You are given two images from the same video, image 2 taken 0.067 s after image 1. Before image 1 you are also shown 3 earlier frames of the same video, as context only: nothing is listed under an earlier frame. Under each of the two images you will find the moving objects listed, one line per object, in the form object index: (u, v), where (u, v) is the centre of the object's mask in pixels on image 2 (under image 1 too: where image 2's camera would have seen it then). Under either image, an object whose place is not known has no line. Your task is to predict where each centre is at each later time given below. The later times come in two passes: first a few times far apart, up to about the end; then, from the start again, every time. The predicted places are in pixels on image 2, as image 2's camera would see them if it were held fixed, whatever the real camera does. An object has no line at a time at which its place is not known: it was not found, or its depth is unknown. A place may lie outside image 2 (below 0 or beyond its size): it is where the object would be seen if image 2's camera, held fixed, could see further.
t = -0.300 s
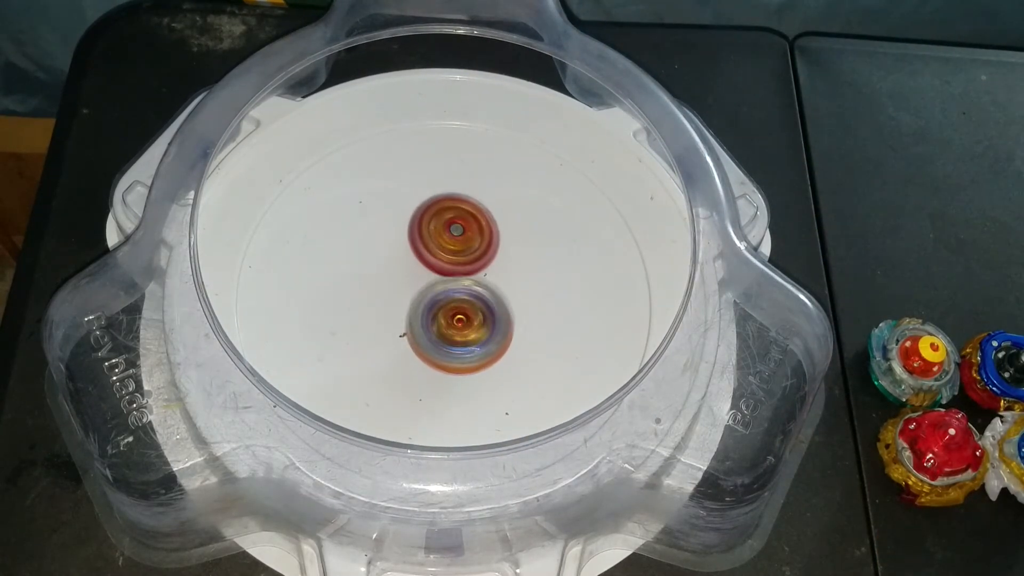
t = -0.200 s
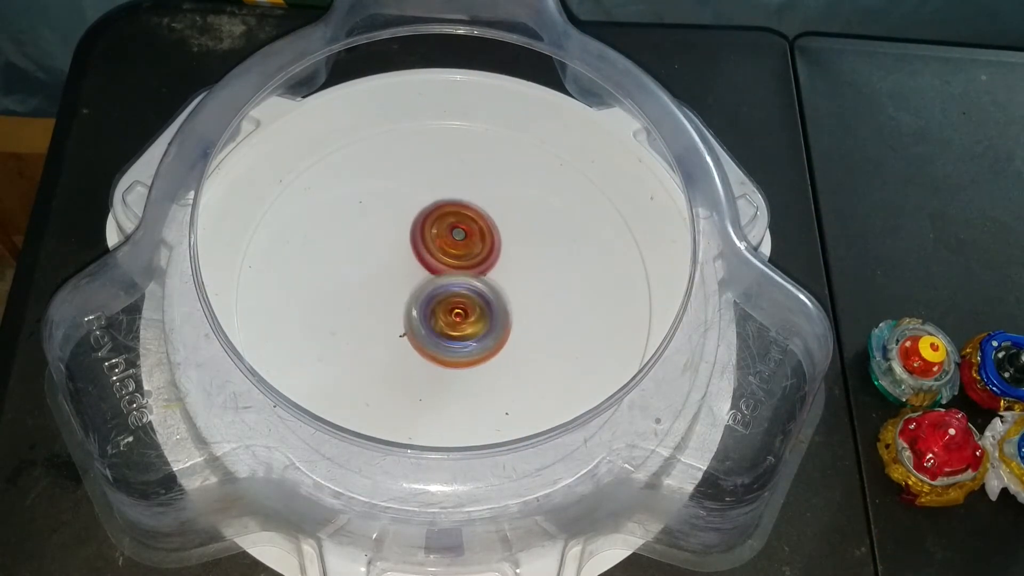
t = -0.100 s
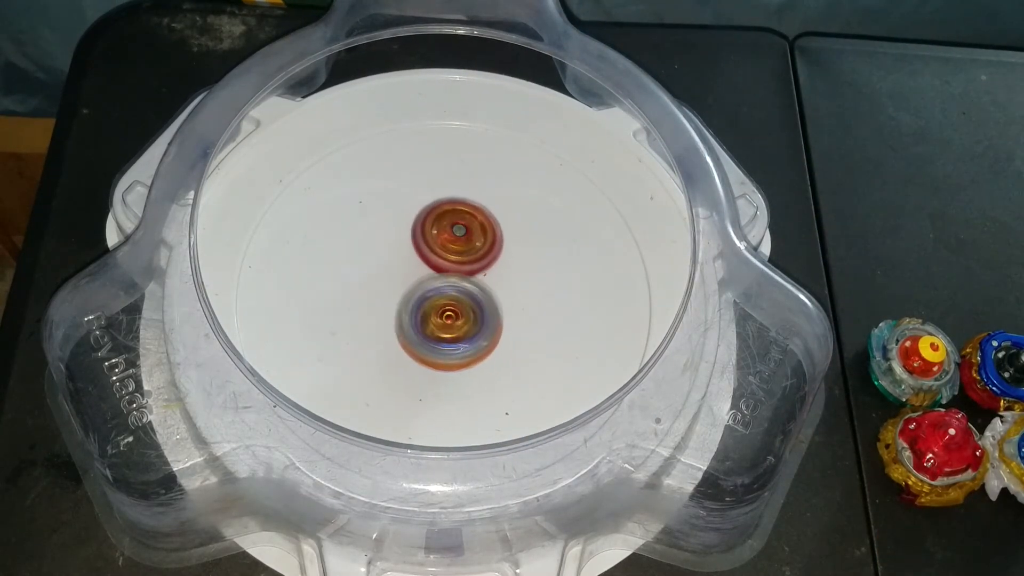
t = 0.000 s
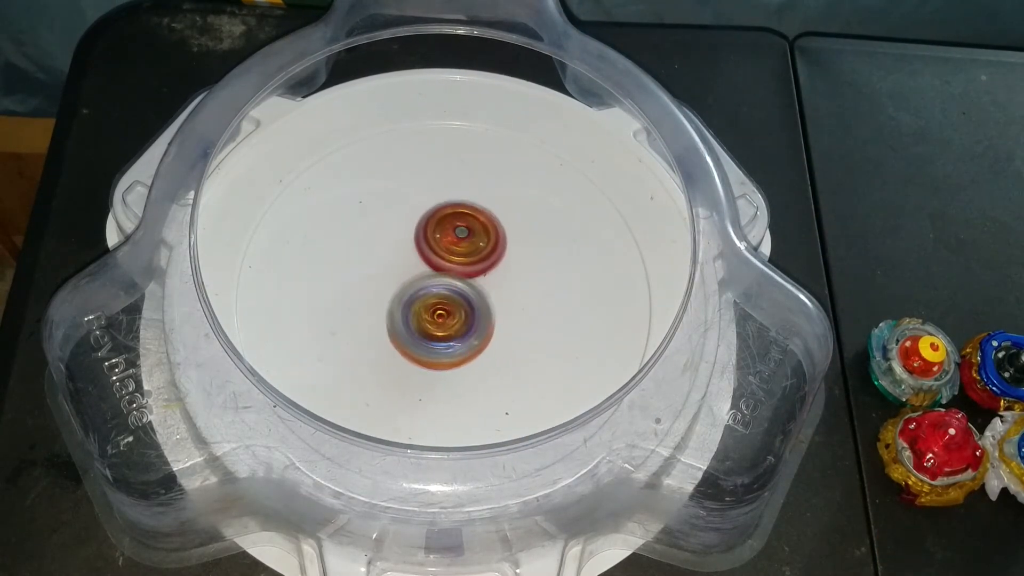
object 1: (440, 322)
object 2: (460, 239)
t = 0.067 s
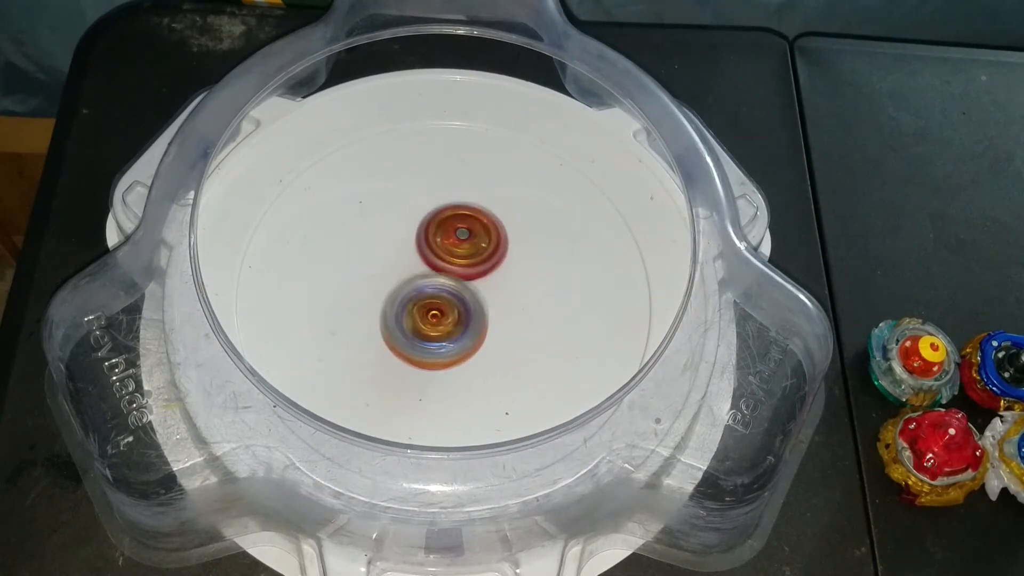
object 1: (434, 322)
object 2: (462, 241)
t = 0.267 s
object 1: (416, 317)
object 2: (468, 244)
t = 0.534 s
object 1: (401, 302)
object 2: (476, 248)
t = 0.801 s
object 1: (395, 294)
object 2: (480, 250)
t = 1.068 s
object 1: (392, 289)
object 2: (486, 254)
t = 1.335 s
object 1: (399, 293)
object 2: (488, 259)
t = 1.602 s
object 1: (407, 304)
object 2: (493, 264)
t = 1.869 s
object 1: (410, 312)
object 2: (497, 266)
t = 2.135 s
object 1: (413, 312)
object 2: (498, 270)
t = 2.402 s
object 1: (405, 310)
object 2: (497, 272)
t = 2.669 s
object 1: (389, 298)
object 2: (510, 272)
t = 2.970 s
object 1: (383, 287)
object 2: (496, 280)
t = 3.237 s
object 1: (376, 285)
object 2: (500, 284)
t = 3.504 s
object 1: (397, 279)
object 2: (513, 287)
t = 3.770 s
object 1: (398, 278)
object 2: (520, 291)
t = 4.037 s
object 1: (401, 280)
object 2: (501, 297)
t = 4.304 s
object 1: (386, 277)
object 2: (503, 303)
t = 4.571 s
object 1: (395, 280)
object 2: (495, 309)
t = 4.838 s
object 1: (396, 268)
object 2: (509, 320)
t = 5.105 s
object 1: (405, 266)
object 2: (497, 319)
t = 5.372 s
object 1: (414, 253)
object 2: (499, 326)
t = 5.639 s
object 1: (426, 251)
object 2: (493, 331)
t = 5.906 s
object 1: (424, 243)
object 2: (487, 341)
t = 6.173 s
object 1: (423, 241)
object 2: (476, 343)
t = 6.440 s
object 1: (426, 251)
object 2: (472, 351)
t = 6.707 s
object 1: (422, 252)
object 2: (465, 353)
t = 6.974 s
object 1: (416, 254)
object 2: (454, 345)
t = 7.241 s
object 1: (412, 245)
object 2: (456, 348)
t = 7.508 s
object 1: (415, 252)
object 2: (447, 342)
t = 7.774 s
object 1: (418, 252)
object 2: (447, 346)
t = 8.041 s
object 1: (425, 247)
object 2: (447, 349)
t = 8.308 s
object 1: (435, 250)
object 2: (440, 347)
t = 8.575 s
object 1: (443, 243)
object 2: (436, 354)
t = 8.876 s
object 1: (449, 248)
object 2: (428, 346)
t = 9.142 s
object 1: (451, 237)
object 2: (422, 356)
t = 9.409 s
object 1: (444, 239)
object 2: (416, 342)
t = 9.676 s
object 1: (438, 250)
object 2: (410, 347)
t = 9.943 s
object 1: (441, 248)
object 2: (407, 342)
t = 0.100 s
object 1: (431, 321)
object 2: (463, 242)
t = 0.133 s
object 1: (427, 321)
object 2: (464, 243)
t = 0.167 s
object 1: (425, 319)
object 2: (465, 243)
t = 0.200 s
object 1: (422, 318)
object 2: (467, 244)
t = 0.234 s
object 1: (419, 318)
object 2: (468, 243)
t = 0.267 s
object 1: (416, 317)
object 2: (468, 244)
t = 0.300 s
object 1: (413, 316)
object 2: (469, 245)
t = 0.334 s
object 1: (410, 315)
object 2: (470, 246)
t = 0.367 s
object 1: (408, 313)
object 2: (471, 247)
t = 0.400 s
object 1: (406, 311)
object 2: (472, 247)
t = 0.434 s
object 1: (404, 309)
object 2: (472, 248)
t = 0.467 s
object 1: (402, 307)
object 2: (473, 248)
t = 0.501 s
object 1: (403, 304)
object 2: (474, 249)
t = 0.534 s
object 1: (401, 302)
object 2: (476, 248)
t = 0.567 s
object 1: (398, 300)
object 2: (478, 247)
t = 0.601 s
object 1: (396, 299)
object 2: (480, 247)
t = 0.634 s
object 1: (394, 298)
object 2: (480, 247)
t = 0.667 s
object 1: (394, 298)
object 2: (480, 248)
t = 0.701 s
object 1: (393, 297)
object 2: (480, 248)
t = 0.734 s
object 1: (394, 296)
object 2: (480, 249)
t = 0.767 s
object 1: (394, 295)
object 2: (479, 249)
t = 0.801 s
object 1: (395, 294)
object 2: (480, 250)
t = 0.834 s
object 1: (397, 292)
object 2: (480, 251)
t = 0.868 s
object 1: (398, 290)
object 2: (481, 251)
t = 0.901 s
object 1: (396, 289)
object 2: (482, 252)
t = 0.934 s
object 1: (393, 289)
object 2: (486, 251)
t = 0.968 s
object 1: (392, 289)
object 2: (487, 251)
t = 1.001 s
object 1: (392, 289)
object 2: (486, 252)
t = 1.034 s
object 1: (391, 289)
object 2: (486, 253)
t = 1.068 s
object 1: (392, 289)
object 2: (486, 254)
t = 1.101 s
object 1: (394, 289)
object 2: (486, 255)
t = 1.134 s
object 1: (396, 289)
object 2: (486, 256)
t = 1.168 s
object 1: (397, 289)
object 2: (486, 256)
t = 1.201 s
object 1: (398, 290)
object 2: (487, 256)
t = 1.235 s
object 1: (397, 290)
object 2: (488, 256)
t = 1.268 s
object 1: (397, 292)
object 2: (487, 257)
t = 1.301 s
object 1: (397, 293)
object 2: (488, 258)
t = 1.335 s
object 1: (399, 293)
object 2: (488, 259)
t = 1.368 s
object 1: (398, 294)
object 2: (490, 259)
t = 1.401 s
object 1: (397, 296)
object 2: (492, 259)
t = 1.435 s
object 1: (397, 299)
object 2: (492, 259)
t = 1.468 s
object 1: (399, 301)
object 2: (492, 261)
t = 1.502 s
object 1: (401, 302)
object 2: (491, 262)
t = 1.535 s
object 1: (403, 303)
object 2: (491, 263)
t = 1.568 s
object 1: (406, 303)
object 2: (492, 264)
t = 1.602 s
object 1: (407, 304)
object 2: (493, 264)
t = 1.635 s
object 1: (407, 303)
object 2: (494, 264)
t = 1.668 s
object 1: (408, 305)
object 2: (495, 264)
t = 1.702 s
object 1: (409, 307)
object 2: (495, 265)
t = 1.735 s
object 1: (410, 308)
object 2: (495, 266)
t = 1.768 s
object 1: (411, 308)
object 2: (495, 267)
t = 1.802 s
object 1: (410, 310)
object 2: (498, 266)
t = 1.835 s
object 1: (410, 311)
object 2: (498, 265)
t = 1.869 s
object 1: (410, 312)
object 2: (497, 266)
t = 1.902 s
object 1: (411, 313)
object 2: (497, 267)
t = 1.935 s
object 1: (413, 314)
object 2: (496, 267)
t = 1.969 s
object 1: (414, 313)
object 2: (496, 268)
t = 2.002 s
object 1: (414, 312)
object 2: (497, 269)
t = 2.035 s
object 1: (415, 311)
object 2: (499, 269)
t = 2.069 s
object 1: (414, 312)
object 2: (499, 268)
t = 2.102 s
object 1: (413, 312)
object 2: (498, 269)
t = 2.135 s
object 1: (413, 312)
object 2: (498, 270)
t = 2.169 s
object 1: (413, 312)
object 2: (497, 271)
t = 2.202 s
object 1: (410, 311)
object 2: (497, 270)
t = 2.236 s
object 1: (409, 310)
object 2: (498, 270)
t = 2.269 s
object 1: (409, 310)
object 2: (497, 271)
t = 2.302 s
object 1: (408, 310)
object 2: (497, 272)
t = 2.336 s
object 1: (408, 310)
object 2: (496, 273)
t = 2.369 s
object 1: (407, 309)
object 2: (496, 273)
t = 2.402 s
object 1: (405, 310)
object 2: (497, 272)
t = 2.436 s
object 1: (404, 310)
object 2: (497, 272)
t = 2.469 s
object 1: (401, 307)
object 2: (495, 273)
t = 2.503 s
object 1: (402, 305)
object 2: (495, 274)
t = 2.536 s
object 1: (403, 303)
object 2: (495, 275)
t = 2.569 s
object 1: (398, 301)
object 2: (498, 275)
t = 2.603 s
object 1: (394, 300)
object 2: (506, 273)
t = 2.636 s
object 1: (391, 298)
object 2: (509, 272)
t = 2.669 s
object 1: (389, 298)
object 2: (510, 272)
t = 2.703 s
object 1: (388, 297)
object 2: (508, 272)
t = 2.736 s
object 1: (386, 296)
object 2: (506, 273)
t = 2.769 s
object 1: (386, 295)
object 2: (503, 274)
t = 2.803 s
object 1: (386, 293)
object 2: (500, 276)
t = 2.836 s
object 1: (386, 293)
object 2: (496, 277)
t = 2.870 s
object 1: (387, 291)
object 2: (493, 278)
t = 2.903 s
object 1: (388, 290)
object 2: (490, 280)
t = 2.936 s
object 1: (390, 288)
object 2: (489, 281)
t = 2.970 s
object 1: (383, 287)
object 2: (496, 280)
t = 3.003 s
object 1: (376, 286)
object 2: (503, 280)
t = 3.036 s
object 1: (374, 286)
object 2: (505, 279)
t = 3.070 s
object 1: (372, 285)
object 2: (505, 279)
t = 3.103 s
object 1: (372, 285)
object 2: (504, 280)
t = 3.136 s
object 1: (372, 285)
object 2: (503, 281)
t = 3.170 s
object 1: (373, 286)
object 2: (502, 282)
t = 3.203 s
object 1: (374, 285)
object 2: (501, 283)
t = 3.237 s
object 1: (376, 285)
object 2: (500, 284)
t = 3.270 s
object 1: (379, 285)
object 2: (499, 284)
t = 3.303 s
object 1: (383, 285)
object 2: (499, 285)
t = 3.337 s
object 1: (388, 284)
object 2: (498, 286)
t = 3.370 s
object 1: (394, 283)
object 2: (497, 287)
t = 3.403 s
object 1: (397, 282)
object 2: (499, 288)
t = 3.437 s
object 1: (394, 280)
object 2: (507, 288)
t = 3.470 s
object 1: (395, 280)
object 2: (512, 287)
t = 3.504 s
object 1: (397, 279)
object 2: (513, 287)
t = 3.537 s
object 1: (399, 279)
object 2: (512, 287)
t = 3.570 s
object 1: (403, 279)
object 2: (511, 288)
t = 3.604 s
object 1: (406, 279)
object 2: (509, 289)
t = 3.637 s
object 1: (408, 279)
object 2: (509, 290)
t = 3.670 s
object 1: (403, 278)
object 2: (517, 291)
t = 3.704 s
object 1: (401, 277)
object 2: (522, 291)
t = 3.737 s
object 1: (399, 277)
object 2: (523, 291)
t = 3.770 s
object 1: (398, 278)
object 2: (520, 291)
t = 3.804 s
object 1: (399, 278)
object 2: (517, 292)
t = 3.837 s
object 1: (399, 279)
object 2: (514, 292)
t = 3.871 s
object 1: (400, 278)
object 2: (509, 293)
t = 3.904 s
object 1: (401, 280)
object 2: (505, 293)
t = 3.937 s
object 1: (402, 280)
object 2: (502, 294)
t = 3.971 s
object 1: (401, 279)
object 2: (502, 296)
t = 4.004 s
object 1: (402, 279)
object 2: (502, 297)
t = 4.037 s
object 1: (401, 280)
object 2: (501, 297)
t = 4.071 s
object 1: (401, 280)
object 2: (501, 298)
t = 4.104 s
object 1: (401, 280)
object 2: (501, 298)
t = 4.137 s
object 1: (401, 280)
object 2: (499, 299)
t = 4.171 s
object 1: (398, 279)
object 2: (501, 300)
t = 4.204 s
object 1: (393, 278)
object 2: (505, 302)
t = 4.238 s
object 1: (389, 277)
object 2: (505, 302)
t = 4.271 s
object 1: (388, 278)
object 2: (504, 302)
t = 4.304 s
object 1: (386, 277)
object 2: (503, 303)
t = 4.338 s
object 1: (386, 278)
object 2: (502, 304)
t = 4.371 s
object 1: (385, 278)
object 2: (501, 305)
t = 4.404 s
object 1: (386, 278)
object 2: (499, 305)
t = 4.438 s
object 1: (386, 279)
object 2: (499, 306)
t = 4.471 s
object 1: (388, 278)
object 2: (498, 307)
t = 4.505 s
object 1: (389, 279)
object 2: (497, 308)
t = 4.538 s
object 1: (392, 279)
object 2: (496, 308)
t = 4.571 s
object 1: (395, 280)
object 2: (495, 309)
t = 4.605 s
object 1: (395, 278)
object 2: (497, 310)
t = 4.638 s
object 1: (396, 277)
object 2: (500, 312)
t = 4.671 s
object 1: (397, 276)
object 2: (501, 313)
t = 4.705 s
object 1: (398, 278)
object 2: (500, 313)
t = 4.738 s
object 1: (400, 276)
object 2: (497, 314)
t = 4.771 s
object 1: (400, 275)
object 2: (498, 315)
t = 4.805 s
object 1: (396, 270)
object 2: (506, 319)
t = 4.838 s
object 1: (396, 268)
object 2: (509, 320)
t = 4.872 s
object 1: (395, 267)
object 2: (509, 320)
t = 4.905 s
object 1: (396, 267)
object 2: (508, 320)
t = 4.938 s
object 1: (397, 268)
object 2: (507, 320)
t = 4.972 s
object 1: (397, 267)
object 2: (505, 320)
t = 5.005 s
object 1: (398, 267)
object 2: (503, 320)
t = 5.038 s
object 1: (399, 267)
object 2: (501, 319)
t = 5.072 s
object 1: (402, 266)
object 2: (499, 319)
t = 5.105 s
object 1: (405, 266)
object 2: (497, 319)
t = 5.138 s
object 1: (409, 265)
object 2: (494, 319)
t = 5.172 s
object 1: (412, 265)
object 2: (494, 319)
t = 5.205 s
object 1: (410, 259)
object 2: (501, 324)
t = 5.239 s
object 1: (411, 255)
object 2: (504, 327)
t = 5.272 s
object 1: (412, 255)
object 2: (505, 327)
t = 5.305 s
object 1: (412, 253)
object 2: (503, 326)
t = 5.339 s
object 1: (414, 253)
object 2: (501, 326)
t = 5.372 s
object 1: (414, 253)
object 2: (499, 326)
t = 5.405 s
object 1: (416, 252)
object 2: (497, 326)
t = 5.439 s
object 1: (419, 253)
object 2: (495, 326)
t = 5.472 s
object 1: (421, 253)
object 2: (493, 326)
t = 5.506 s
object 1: (424, 253)
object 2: (492, 326)
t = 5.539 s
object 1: (424, 251)
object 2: (495, 329)
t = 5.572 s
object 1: (426, 249)
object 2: (496, 331)
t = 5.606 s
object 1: (427, 251)
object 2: (495, 331)
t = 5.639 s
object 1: (426, 251)
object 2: (493, 331)
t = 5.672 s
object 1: (427, 250)
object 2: (491, 331)
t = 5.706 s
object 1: (429, 252)
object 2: (490, 332)
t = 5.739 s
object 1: (429, 250)
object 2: (490, 334)
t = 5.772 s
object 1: (431, 251)
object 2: (488, 333)
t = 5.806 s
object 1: (429, 249)
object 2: (489, 337)
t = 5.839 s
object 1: (425, 245)
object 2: (490, 341)
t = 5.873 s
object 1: (425, 243)
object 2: (489, 341)
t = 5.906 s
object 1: (424, 243)
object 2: (487, 341)
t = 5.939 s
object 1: (423, 240)
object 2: (485, 341)
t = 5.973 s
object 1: (423, 239)
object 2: (484, 342)
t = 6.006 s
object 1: (423, 240)
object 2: (482, 342)
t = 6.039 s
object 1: (422, 239)
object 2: (481, 342)
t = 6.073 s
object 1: (422, 239)
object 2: (480, 342)
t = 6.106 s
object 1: (422, 240)
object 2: (479, 343)
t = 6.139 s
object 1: (422, 240)
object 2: (478, 343)
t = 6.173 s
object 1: (423, 241)
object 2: (476, 343)
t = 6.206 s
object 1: (424, 244)
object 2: (475, 342)
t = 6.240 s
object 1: (424, 246)
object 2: (474, 342)
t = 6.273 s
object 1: (426, 248)
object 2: (473, 342)
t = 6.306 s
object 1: (427, 252)
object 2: (471, 342)
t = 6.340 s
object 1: (428, 255)
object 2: (470, 342)
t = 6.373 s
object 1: (429, 254)
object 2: (471, 346)
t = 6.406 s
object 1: (427, 253)
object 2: (471, 351)
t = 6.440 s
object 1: (426, 251)
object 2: (472, 351)
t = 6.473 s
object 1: (426, 252)
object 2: (471, 350)
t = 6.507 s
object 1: (425, 253)
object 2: (469, 350)
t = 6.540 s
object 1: (425, 254)
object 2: (467, 349)
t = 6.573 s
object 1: (424, 255)
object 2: (466, 348)
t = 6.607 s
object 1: (424, 256)
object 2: (464, 347)
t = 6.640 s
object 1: (424, 258)
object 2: (463, 346)
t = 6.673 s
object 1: (423, 254)
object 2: (464, 351)
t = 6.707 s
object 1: (422, 252)
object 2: (465, 353)
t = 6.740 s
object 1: (420, 252)
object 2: (465, 353)
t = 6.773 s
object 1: (418, 251)
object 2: (464, 352)
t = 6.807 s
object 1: (417, 250)
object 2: (461, 351)
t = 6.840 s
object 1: (417, 251)
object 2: (460, 349)
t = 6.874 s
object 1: (416, 252)
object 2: (458, 348)
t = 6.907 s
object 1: (415, 252)
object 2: (457, 347)
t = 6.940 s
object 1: (416, 252)
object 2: (455, 346)
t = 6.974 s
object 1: (416, 254)
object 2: (454, 345)
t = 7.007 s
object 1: (415, 254)
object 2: (453, 345)
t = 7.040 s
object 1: (416, 252)
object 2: (453, 346)
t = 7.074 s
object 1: (417, 253)
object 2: (454, 347)
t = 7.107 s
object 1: (415, 254)
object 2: (453, 346)
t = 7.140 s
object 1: (414, 252)
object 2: (454, 347)
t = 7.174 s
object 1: (413, 248)
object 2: (456, 350)
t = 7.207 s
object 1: (413, 246)
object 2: (457, 349)
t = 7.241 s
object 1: (412, 245)
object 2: (456, 348)
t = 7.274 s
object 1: (411, 243)
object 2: (455, 346)
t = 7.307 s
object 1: (413, 244)
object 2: (453, 345)
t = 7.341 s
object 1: (412, 247)
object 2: (452, 343)
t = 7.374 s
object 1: (411, 246)
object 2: (451, 343)
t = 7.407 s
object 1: (413, 247)
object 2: (450, 342)
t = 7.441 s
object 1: (413, 249)
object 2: (448, 342)
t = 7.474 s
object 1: (413, 251)
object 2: (448, 342)
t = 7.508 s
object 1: (415, 252)
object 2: (447, 342)
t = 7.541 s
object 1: (416, 251)
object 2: (448, 346)
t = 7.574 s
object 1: (416, 251)
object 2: (449, 346)
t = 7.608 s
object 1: (416, 252)
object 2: (448, 345)
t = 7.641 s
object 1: (416, 252)
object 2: (447, 344)
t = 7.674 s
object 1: (416, 250)
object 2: (448, 346)
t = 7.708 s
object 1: (418, 250)
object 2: (448, 347)
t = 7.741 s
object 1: (418, 252)
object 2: (447, 346)
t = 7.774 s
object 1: (418, 252)
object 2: (447, 346)
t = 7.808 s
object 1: (420, 249)
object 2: (448, 348)
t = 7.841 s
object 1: (421, 251)
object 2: (449, 348)
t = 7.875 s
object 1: (420, 251)
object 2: (448, 347)
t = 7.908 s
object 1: (421, 250)
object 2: (446, 346)
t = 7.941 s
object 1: (423, 251)
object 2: (446, 345)
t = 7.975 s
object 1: (422, 249)
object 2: (447, 348)
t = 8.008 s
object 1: (425, 247)
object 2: (448, 349)
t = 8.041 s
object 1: (425, 247)
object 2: (447, 349)
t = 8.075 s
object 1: (426, 247)
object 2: (447, 347)
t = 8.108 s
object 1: (427, 248)
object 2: (446, 347)
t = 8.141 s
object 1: (428, 248)
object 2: (443, 346)
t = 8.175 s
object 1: (429, 248)
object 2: (442, 345)
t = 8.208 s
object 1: (431, 250)
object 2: (442, 344)
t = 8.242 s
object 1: (432, 250)
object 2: (440, 347)
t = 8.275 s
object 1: (434, 250)
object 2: (440, 347)
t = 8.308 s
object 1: (435, 250)
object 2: (440, 347)
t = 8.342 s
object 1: (437, 249)
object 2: (438, 346)
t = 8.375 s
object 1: (438, 250)
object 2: (438, 349)
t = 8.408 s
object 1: (440, 244)
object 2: (437, 357)
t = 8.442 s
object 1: (441, 244)
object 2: (438, 360)
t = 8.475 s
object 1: (442, 243)
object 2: (438, 361)
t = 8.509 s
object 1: (443, 242)
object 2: (438, 359)
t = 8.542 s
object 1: (443, 243)
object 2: (437, 357)
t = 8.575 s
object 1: (443, 243)
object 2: (436, 354)
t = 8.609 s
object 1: (444, 243)
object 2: (435, 351)
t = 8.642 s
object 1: (445, 243)
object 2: (434, 349)
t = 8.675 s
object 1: (446, 245)
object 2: (432, 347)
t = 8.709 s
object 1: (446, 248)
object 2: (431, 345)
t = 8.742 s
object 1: (446, 250)
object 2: (430, 343)
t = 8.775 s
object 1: (448, 248)
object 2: (429, 346)
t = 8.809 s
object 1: (450, 247)
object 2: (428, 348)
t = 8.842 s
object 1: (450, 248)
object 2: (428, 347)
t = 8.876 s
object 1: (449, 248)
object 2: (428, 346)
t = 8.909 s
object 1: (449, 249)
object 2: (427, 345)
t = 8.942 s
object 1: (448, 249)
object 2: (426, 344)
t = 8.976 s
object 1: (448, 249)
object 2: (424, 344)
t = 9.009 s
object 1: (449, 251)
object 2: (424, 343)
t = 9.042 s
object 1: (450, 247)
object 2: (423, 350)
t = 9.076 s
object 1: (450, 242)
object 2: (421, 356)
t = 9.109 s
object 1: (451, 239)
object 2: (422, 357)
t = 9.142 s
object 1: (451, 237)
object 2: (422, 356)
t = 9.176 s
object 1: (451, 236)
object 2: (423, 352)
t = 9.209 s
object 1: (450, 236)
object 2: (423, 350)
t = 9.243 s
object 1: (449, 236)
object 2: (421, 348)
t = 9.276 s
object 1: (448, 235)
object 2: (420, 346)
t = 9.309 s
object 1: (447, 235)
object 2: (419, 345)
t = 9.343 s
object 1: (447, 236)
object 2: (418, 343)
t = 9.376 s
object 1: (446, 237)
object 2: (418, 343)
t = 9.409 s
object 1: (444, 239)
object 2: (416, 342)
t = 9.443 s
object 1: (443, 241)
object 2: (416, 342)
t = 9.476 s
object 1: (441, 242)
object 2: (414, 342)
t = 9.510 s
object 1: (440, 245)
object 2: (414, 341)
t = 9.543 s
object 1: (438, 248)
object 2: (414, 341)
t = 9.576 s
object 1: (439, 250)
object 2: (411, 345)
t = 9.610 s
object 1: (440, 251)
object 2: (410, 346)
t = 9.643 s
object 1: (439, 253)
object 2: (410, 346)
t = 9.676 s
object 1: (438, 250)
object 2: (410, 347)
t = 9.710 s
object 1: (441, 248)
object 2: (410, 347)
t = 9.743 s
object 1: (440, 250)
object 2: (410, 346)
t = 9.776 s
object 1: (438, 250)
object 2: (410, 344)
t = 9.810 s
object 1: (438, 249)
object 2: (409, 343)
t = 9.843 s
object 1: (438, 249)
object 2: (408, 342)
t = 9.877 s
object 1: (437, 250)
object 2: (408, 341)
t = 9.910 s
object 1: (438, 248)
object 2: (407, 342)
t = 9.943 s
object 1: (441, 248)
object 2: (407, 342)
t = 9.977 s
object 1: (442, 250)
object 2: (407, 341)
